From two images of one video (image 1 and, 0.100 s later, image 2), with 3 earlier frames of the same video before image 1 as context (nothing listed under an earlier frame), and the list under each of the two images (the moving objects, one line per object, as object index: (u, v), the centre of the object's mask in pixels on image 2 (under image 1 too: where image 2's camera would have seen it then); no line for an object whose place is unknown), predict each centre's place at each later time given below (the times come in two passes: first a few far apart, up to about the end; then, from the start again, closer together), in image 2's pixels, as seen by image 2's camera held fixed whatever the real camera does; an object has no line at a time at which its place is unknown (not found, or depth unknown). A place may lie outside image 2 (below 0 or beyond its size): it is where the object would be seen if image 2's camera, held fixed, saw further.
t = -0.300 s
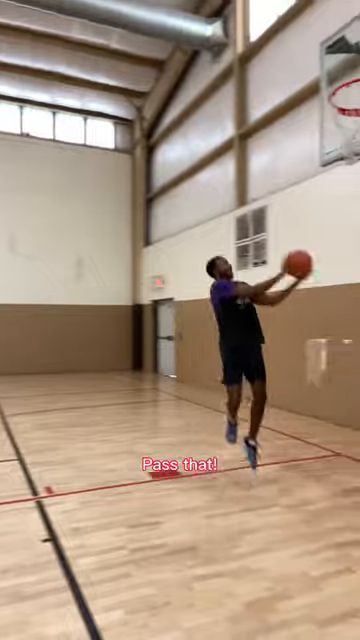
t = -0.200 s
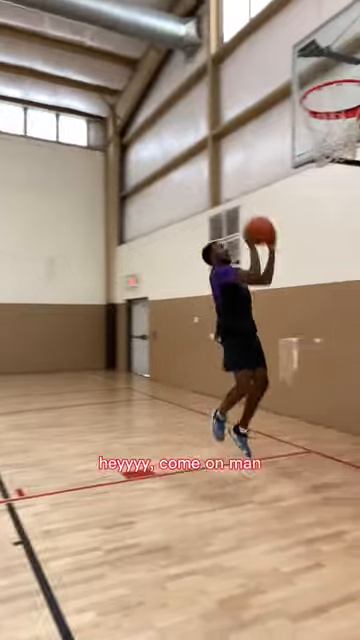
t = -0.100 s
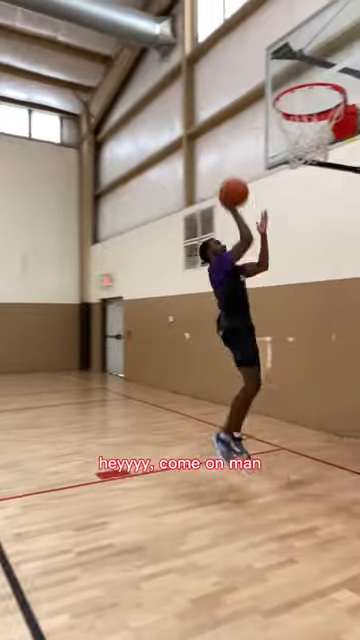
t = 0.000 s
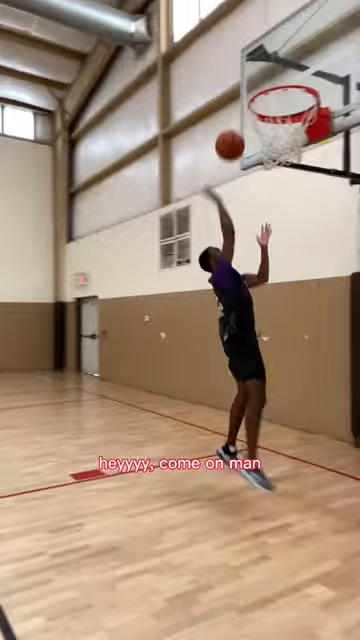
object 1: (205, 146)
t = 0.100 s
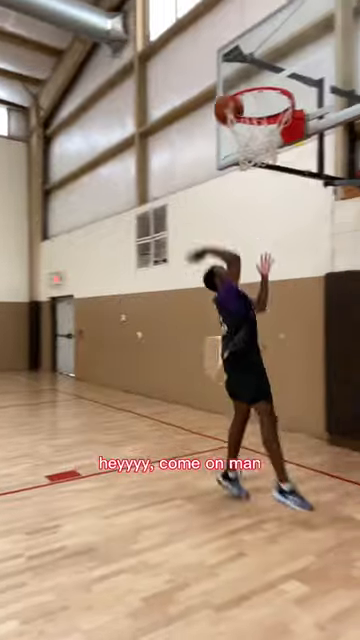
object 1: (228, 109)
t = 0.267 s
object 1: (250, 77)
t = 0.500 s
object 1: (242, 97)
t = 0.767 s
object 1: (288, 107)
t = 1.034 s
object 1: (267, 159)
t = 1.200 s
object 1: (247, 207)
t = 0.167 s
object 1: (243, 89)
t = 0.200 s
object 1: (251, 84)
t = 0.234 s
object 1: (251, 79)
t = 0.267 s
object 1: (250, 77)
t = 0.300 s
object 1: (248, 75)
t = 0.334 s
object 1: (247, 75)
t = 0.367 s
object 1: (246, 75)
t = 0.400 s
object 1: (245, 79)
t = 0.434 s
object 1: (244, 83)
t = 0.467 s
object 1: (242, 89)
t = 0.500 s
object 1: (242, 97)
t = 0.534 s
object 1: (247, 101)
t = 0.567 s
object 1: (252, 105)
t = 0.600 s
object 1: (259, 107)
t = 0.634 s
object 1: (263, 113)
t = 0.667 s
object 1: (269, 118)
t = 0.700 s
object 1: (275, 112)
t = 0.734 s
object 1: (285, 109)
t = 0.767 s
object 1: (288, 107)
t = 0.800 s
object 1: (278, 116)
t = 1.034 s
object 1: (267, 159)
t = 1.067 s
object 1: (263, 166)
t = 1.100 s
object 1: (258, 172)
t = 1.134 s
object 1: (255, 181)
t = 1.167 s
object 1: (251, 194)
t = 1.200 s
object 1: (247, 207)
